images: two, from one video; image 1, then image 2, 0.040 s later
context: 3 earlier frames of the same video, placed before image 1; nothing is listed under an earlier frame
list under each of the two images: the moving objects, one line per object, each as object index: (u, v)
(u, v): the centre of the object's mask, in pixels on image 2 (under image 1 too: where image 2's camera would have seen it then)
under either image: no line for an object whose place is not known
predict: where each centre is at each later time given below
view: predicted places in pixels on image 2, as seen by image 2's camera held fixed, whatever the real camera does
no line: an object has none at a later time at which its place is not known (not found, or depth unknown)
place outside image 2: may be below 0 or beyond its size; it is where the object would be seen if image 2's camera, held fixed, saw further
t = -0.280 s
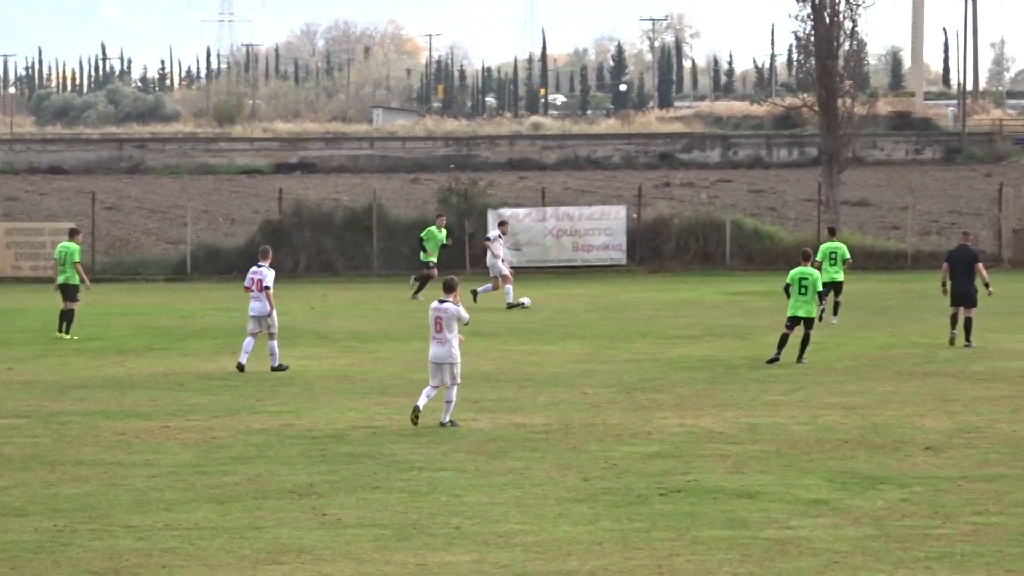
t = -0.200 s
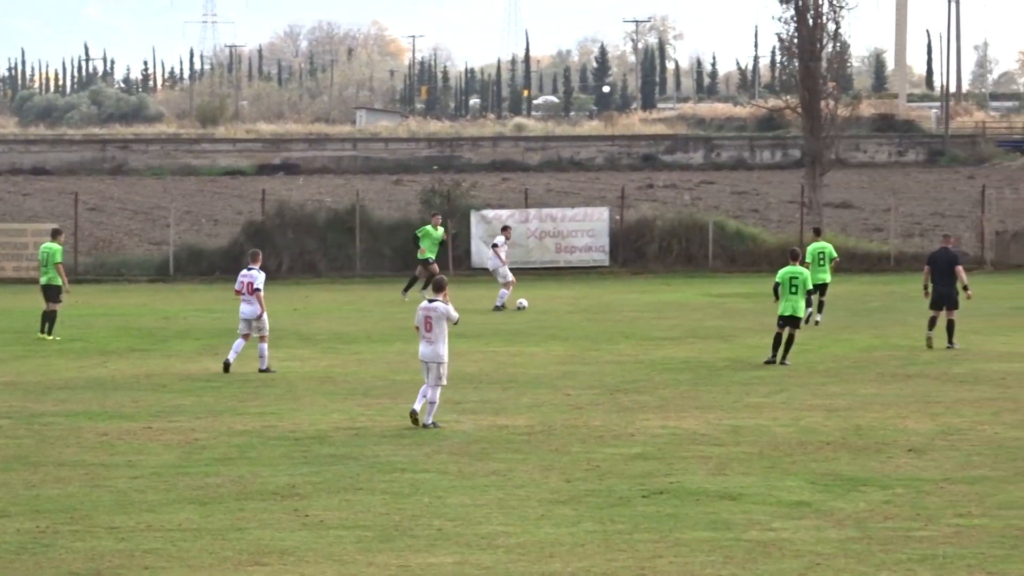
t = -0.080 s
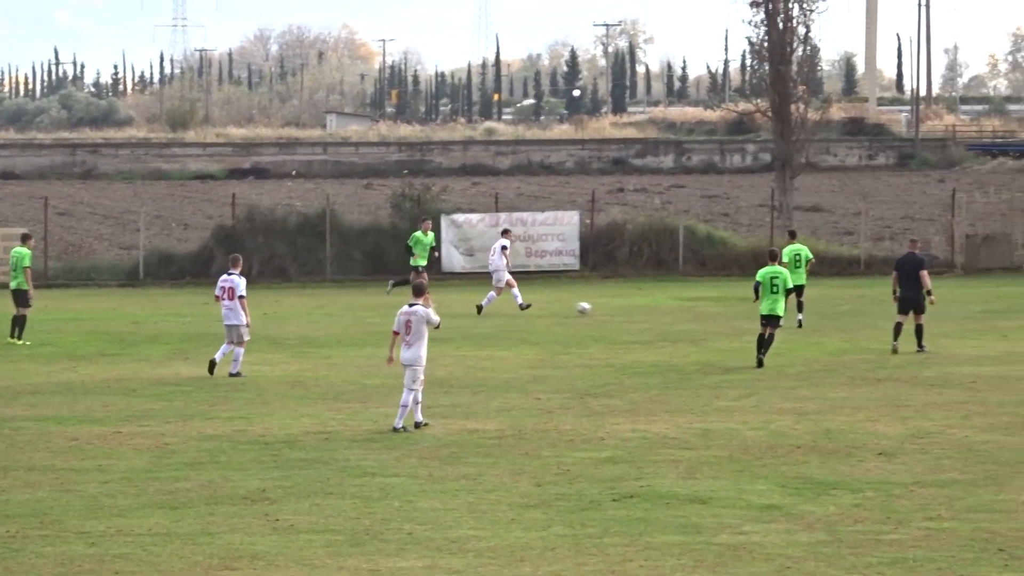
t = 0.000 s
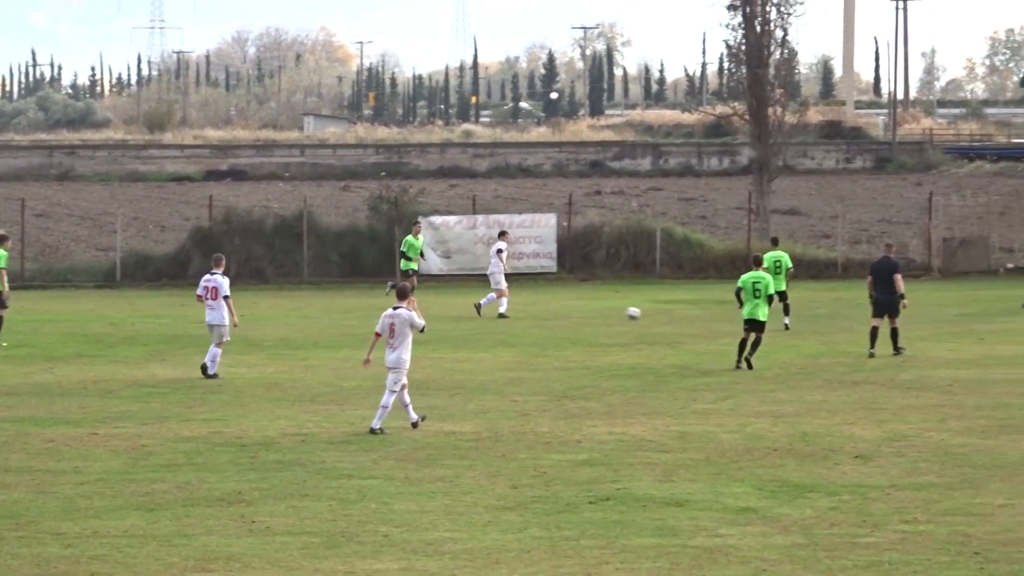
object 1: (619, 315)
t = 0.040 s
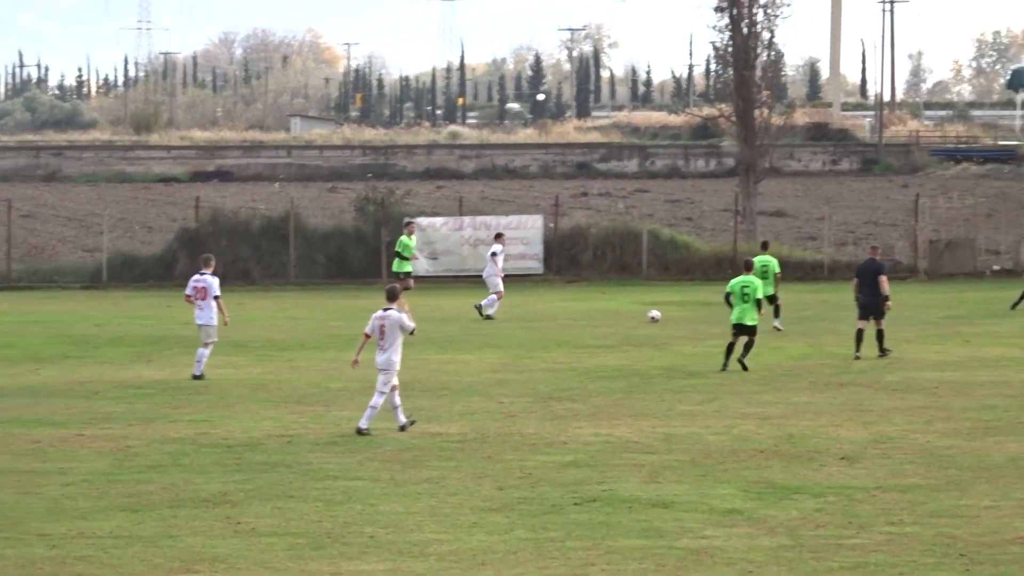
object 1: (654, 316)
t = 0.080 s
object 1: (686, 314)
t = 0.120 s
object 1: (719, 313)
